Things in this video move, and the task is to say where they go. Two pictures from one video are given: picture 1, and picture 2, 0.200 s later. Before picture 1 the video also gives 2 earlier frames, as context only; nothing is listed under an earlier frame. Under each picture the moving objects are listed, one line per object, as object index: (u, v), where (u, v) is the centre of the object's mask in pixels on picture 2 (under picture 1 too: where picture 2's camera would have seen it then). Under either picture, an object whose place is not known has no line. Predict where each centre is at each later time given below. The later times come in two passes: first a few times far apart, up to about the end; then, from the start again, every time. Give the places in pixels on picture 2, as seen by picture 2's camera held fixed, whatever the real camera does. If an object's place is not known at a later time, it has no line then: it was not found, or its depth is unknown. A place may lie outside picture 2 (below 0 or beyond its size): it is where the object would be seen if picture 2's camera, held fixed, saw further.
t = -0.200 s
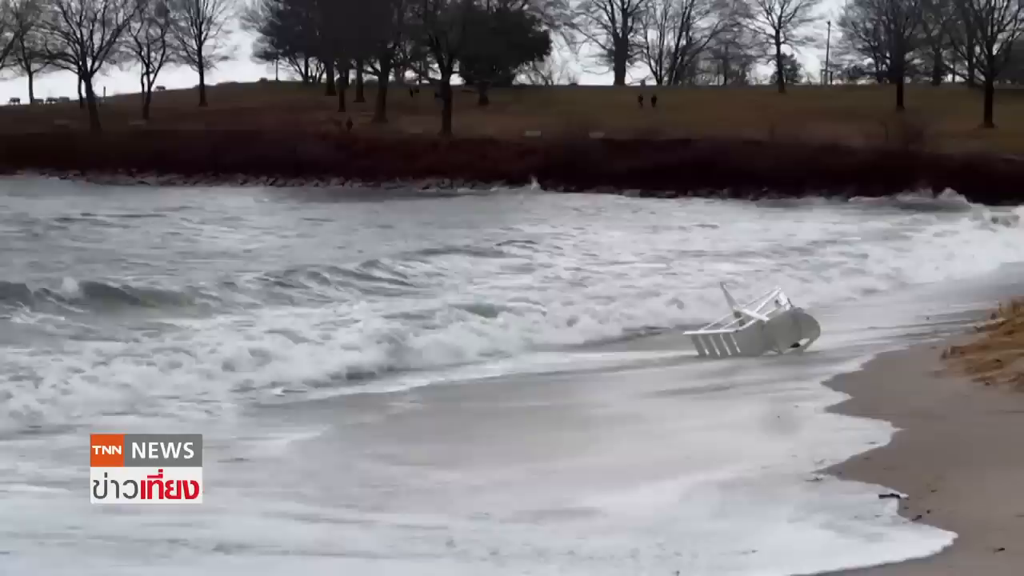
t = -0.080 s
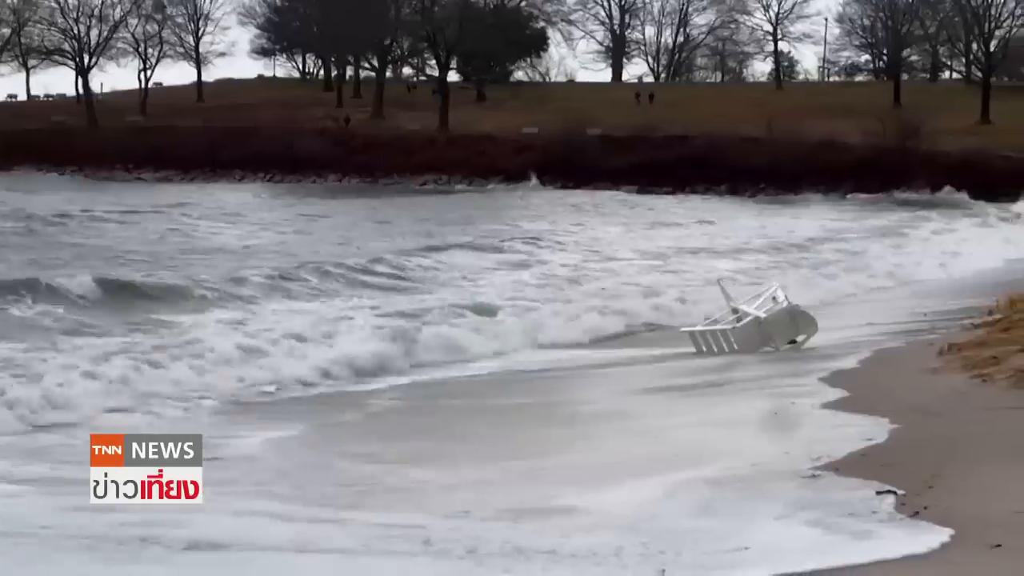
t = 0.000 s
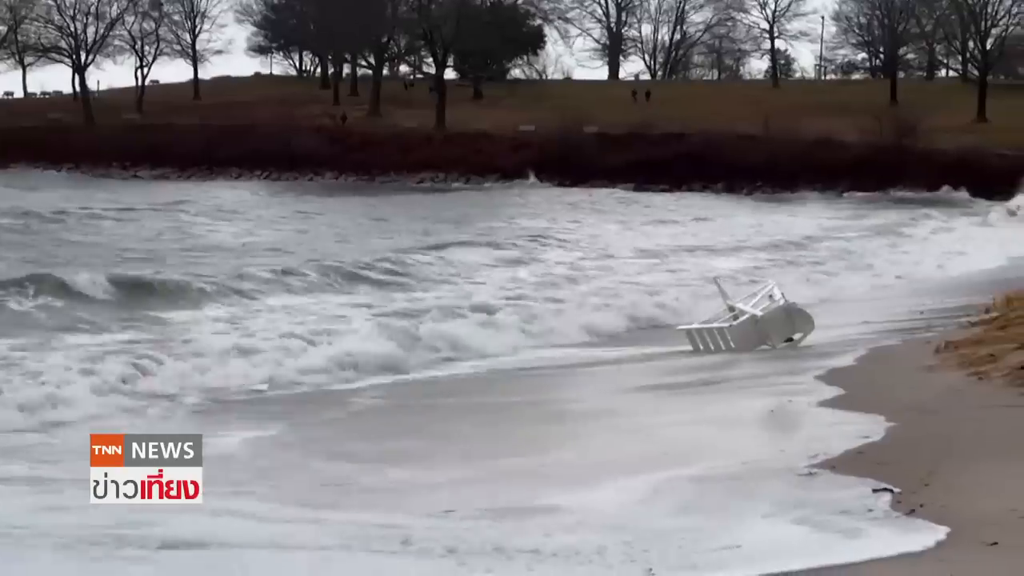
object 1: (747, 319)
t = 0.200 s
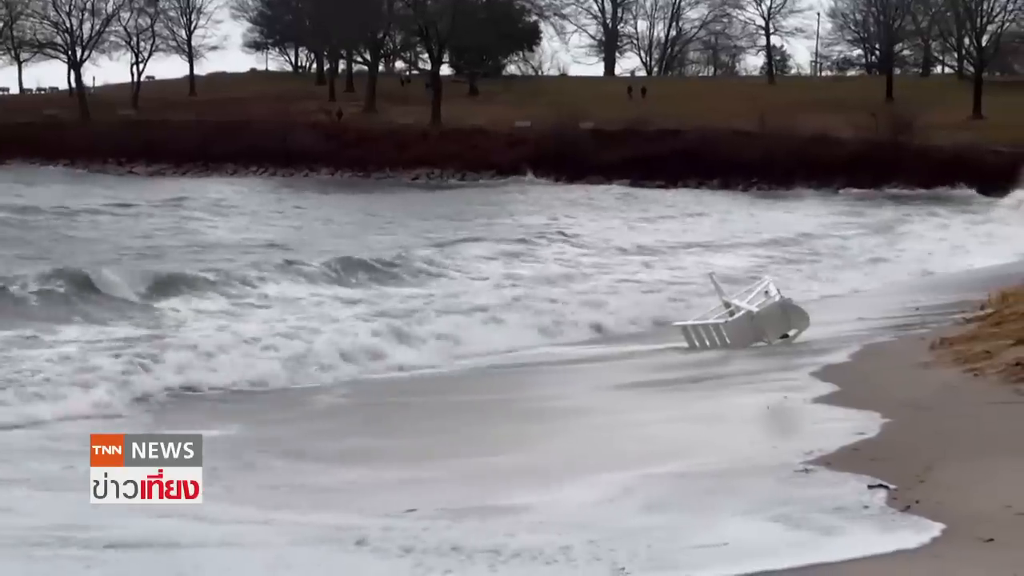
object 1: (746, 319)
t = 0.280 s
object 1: (746, 319)
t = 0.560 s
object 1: (745, 319)
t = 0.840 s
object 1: (745, 319)
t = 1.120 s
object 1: (745, 319)
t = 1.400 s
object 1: (745, 319)
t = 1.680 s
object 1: (745, 319)
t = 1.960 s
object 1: (745, 319)
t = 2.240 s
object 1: (746, 319)
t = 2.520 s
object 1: (746, 319)
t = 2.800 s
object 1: (745, 319)
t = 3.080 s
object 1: (747, 319)
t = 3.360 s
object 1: (766, 311)
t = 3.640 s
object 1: (772, 307)
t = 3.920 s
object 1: (758, 310)
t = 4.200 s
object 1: (755, 312)
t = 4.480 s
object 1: (753, 312)
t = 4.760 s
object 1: (752, 312)
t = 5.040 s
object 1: (751, 313)
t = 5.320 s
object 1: (749, 314)
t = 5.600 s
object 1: (749, 315)
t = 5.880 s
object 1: (749, 315)
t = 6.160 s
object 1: (749, 316)
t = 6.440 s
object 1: (748, 315)
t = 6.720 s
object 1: (747, 315)
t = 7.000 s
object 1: (747, 315)
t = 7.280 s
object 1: (746, 315)
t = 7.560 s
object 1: (749, 315)
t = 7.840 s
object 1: (748, 316)
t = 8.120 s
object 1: (748, 316)
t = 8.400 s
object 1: (747, 316)
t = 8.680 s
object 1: (746, 318)
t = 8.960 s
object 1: (747, 317)
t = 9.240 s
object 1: (747, 318)
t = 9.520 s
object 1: (747, 318)
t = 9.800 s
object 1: (746, 318)
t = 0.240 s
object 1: (747, 319)
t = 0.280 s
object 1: (746, 319)
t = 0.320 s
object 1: (746, 319)
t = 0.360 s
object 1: (747, 319)
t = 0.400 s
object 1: (746, 319)
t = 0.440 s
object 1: (745, 319)
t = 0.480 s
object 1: (746, 319)
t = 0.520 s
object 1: (745, 319)
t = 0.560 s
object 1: (745, 319)
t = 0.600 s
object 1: (746, 319)
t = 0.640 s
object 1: (745, 319)
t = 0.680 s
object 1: (745, 319)
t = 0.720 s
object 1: (746, 319)
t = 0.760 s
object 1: (745, 319)
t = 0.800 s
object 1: (746, 319)
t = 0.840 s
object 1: (745, 319)
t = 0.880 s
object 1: (745, 319)
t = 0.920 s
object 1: (745, 319)
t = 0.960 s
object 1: (745, 319)
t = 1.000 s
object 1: (745, 319)
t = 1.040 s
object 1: (745, 319)
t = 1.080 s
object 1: (745, 319)
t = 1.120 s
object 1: (745, 319)
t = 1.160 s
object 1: (745, 319)
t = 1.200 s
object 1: (745, 319)
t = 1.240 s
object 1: (745, 319)
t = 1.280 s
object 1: (745, 319)
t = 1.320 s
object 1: (745, 319)
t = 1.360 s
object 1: (745, 319)
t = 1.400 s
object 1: (745, 319)
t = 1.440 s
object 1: (745, 319)
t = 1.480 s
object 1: (745, 319)
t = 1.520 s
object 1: (745, 319)
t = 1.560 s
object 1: (745, 319)
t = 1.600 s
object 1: (745, 319)
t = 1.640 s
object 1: (745, 319)
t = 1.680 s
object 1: (745, 319)
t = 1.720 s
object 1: (745, 319)
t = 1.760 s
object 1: (745, 319)
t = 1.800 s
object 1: (745, 319)
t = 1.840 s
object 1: (745, 319)
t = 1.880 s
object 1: (745, 319)
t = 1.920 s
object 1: (745, 319)
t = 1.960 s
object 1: (745, 319)
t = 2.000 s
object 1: (745, 319)
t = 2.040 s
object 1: (745, 319)
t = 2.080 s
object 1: (746, 319)
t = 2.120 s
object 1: (746, 319)
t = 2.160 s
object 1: (746, 319)
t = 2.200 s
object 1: (746, 319)
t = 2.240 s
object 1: (746, 319)
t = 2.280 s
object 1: (746, 319)
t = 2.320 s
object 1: (746, 319)
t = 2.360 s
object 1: (745, 319)
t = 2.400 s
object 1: (746, 319)
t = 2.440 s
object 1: (746, 319)
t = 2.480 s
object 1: (746, 319)
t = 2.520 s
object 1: (746, 319)
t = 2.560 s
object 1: (746, 319)
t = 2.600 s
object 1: (745, 319)
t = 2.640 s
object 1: (745, 319)
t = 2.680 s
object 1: (746, 319)
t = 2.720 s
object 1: (745, 319)
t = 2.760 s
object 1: (745, 319)
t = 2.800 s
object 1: (745, 319)
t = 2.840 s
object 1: (745, 319)
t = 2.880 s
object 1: (745, 319)
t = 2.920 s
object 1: (745, 319)
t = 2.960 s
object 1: (745, 319)
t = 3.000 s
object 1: (746, 319)
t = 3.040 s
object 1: (746, 319)
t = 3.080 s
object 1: (747, 319)
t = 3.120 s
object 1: (748, 319)
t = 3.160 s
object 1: (749, 318)
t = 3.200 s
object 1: (752, 317)
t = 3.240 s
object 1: (753, 317)
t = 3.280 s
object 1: (760, 314)
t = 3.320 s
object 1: (761, 313)
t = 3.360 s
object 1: (766, 311)
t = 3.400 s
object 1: (768, 309)
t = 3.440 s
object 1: (767, 307)
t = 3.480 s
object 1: (769, 307)
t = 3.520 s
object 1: (769, 306)
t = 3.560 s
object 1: (770, 306)
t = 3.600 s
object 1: (771, 306)
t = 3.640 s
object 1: (772, 307)
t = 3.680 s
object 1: (772, 306)
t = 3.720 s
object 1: (773, 306)
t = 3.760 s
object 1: (767, 308)
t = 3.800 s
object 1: (764, 309)
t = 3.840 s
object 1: (761, 309)
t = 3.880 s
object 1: (760, 310)
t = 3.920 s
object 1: (758, 310)
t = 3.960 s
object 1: (756, 310)
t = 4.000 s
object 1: (757, 310)
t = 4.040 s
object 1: (757, 310)
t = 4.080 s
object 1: (757, 311)
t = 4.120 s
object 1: (756, 311)
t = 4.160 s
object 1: (756, 311)
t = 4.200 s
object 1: (755, 312)
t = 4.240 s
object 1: (755, 312)
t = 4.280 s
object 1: (755, 312)
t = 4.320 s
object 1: (754, 312)
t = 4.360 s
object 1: (755, 312)
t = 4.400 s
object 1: (754, 312)
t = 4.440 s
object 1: (753, 312)
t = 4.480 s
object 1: (753, 312)
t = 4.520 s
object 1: (753, 312)
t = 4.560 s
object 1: (754, 312)
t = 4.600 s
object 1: (753, 312)
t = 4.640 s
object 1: (752, 312)
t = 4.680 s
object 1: (752, 312)
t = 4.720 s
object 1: (752, 312)
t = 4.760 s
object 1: (752, 312)
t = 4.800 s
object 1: (751, 312)
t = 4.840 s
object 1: (752, 313)
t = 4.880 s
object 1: (752, 313)
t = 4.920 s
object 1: (751, 313)
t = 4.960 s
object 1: (751, 313)
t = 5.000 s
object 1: (751, 313)
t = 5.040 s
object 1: (751, 313)
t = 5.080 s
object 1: (750, 313)
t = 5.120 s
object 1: (751, 314)
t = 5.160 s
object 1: (749, 314)
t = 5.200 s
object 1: (749, 314)
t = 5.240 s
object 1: (749, 314)
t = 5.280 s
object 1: (749, 314)
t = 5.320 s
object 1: (749, 314)
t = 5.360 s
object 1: (749, 315)
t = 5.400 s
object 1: (750, 314)
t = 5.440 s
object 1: (750, 315)
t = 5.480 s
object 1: (750, 315)
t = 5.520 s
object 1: (750, 315)
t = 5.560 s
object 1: (749, 315)
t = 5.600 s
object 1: (749, 315)
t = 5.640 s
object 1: (749, 315)
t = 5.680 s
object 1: (749, 315)
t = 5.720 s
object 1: (749, 315)
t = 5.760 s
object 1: (749, 315)
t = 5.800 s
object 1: (749, 315)
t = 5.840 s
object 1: (749, 315)
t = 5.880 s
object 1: (749, 315)
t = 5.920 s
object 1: (749, 315)
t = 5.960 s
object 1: (749, 315)
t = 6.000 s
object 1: (749, 315)
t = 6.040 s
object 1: (749, 315)
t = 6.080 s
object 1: (749, 315)
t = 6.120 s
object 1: (749, 315)
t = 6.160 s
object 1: (749, 316)
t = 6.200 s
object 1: (749, 315)
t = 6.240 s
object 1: (748, 314)
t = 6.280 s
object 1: (748, 315)
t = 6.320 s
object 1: (748, 315)
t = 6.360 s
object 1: (747, 314)
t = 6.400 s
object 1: (747, 314)
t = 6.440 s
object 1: (748, 315)
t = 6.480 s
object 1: (748, 315)
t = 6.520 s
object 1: (747, 314)
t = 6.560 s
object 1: (747, 315)
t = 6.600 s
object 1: (748, 315)
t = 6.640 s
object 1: (748, 315)
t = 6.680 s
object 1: (747, 315)
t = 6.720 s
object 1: (747, 315)
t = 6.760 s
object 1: (748, 315)
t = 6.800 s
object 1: (747, 315)
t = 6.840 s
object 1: (749, 315)
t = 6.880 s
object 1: (748, 315)
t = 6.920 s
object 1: (748, 315)
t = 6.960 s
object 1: (747, 315)
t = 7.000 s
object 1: (747, 315)
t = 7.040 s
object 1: (747, 315)
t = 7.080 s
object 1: (747, 315)
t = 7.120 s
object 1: (746, 315)
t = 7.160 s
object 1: (748, 315)
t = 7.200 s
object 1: (747, 315)
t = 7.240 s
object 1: (746, 316)
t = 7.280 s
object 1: (746, 315)
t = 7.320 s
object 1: (747, 315)
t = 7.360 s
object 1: (746, 316)
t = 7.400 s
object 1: (747, 316)
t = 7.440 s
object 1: (746, 316)
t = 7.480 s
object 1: (745, 316)
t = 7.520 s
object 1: (744, 316)
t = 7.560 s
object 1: (749, 315)
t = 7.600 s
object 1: (749, 315)
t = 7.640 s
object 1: (748, 315)
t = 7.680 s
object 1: (748, 316)
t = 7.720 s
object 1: (747, 316)
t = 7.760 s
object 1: (747, 316)
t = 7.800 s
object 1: (747, 316)
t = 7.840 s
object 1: (748, 316)
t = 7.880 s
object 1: (748, 316)
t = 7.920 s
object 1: (748, 316)
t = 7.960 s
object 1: (747, 316)
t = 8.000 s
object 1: (747, 316)
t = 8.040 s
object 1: (747, 316)
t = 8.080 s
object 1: (748, 316)
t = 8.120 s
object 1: (748, 316)
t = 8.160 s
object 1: (747, 316)
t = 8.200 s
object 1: (747, 316)
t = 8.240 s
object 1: (748, 316)
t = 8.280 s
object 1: (746, 316)
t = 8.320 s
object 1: (746, 316)
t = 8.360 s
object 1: (747, 316)
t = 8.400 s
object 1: (747, 316)
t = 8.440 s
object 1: (747, 316)
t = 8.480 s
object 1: (746, 316)
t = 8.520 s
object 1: (748, 317)
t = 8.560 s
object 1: (746, 317)
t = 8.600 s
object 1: (746, 317)
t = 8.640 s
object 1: (746, 317)
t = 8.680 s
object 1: (746, 318)
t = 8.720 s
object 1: (746, 318)
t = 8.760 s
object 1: (746, 318)
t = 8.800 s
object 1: (745, 318)
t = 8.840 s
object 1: (746, 317)
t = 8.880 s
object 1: (746, 317)
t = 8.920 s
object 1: (746, 317)
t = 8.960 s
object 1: (747, 317)
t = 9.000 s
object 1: (746, 317)
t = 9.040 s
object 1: (747, 318)
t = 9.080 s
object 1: (747, 318)
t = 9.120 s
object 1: (747, 318)
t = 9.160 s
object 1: (747, 318)
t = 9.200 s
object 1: (746, 318)
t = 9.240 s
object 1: (747, 318)
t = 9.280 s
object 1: (747, 318)
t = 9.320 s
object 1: (747, 318)
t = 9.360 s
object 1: (746, 318)
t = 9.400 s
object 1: (746, 318)
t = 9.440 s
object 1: (746, 318)
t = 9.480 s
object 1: (746, 318)
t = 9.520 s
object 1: (747, 318)
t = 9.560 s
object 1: (746, 318)
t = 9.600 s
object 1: (746, 318)
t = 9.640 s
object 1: (746, 318)
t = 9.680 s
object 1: (746, 318)
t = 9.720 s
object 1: (746, 318)
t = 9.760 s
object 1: (746, 318)
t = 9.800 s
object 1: (746, 318)
